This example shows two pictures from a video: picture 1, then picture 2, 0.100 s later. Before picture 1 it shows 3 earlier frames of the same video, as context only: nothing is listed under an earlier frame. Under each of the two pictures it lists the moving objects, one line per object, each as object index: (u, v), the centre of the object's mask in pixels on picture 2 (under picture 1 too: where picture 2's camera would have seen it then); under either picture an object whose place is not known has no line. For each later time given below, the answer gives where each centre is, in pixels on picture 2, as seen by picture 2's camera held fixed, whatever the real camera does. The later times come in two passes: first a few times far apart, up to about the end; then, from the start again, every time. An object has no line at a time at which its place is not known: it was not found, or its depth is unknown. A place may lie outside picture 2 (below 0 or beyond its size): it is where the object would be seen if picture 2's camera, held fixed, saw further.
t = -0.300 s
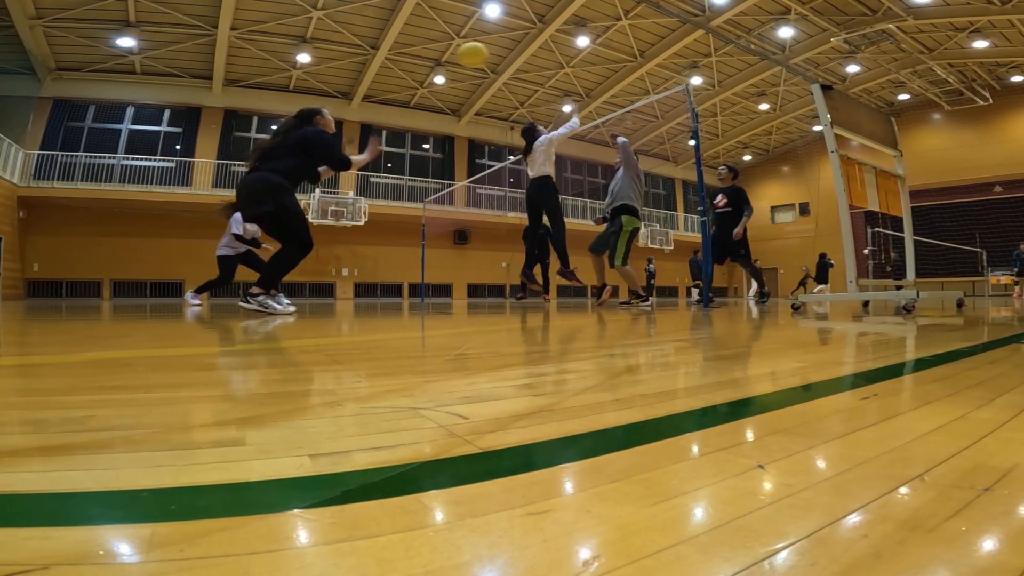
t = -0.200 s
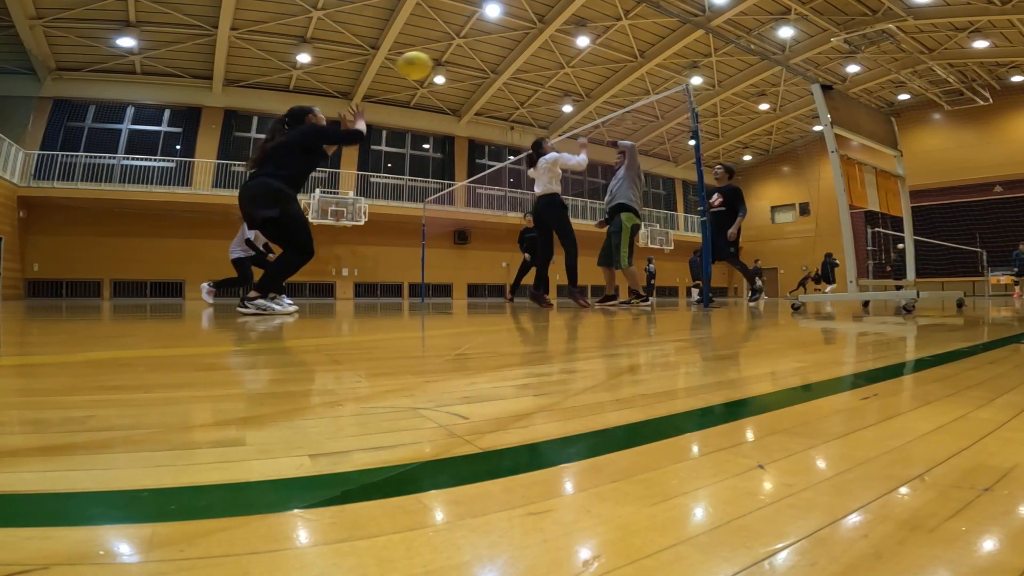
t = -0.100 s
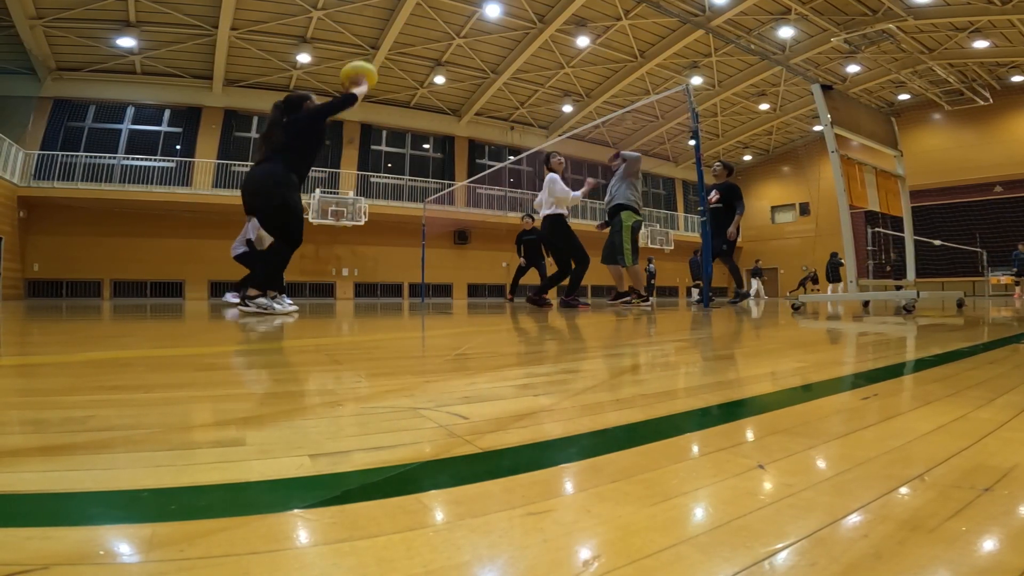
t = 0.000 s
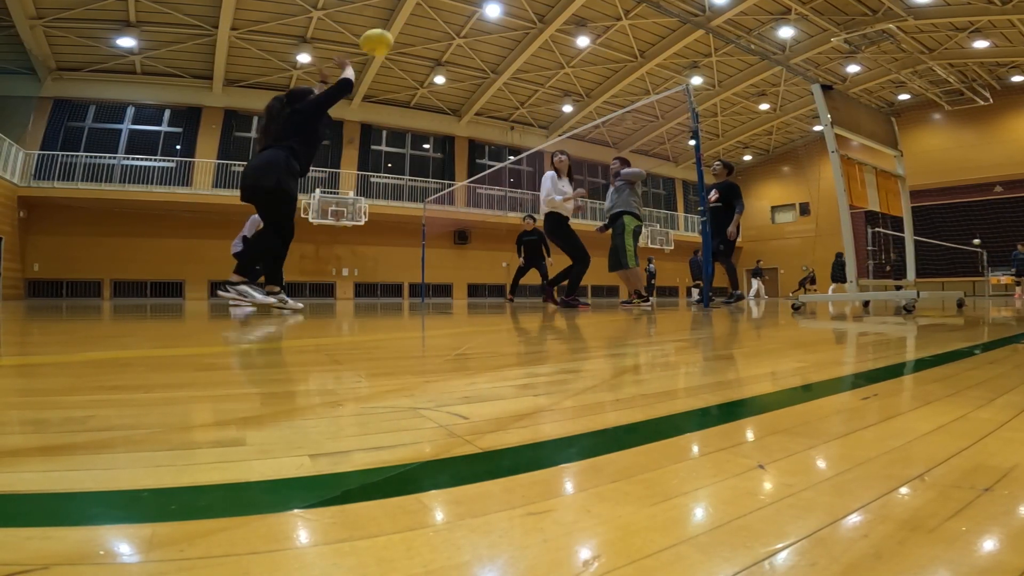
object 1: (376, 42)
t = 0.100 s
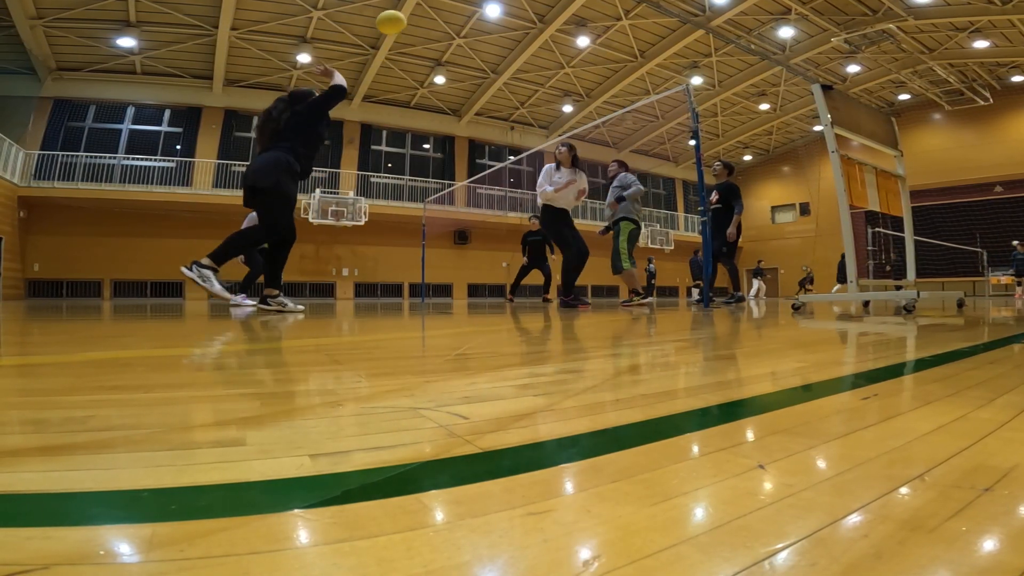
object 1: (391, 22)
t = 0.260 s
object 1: (408, 12)
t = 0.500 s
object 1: (426, 29)
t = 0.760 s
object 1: (439, 82)
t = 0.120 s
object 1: (393, 20)
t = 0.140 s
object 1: (396, 18)
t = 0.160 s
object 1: (398, 16)
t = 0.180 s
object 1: (400, 14)
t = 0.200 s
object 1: (402, 13)
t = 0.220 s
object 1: (404, 13)
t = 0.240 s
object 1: (406, 12)
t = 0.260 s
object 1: (408, 12)
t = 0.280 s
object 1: (410, 12)
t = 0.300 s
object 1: (412, 12)
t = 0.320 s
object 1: (414, 13)
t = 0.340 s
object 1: (415, 14)
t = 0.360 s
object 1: (417, 15)
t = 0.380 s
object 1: (418, 17)
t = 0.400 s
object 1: (420, 18)
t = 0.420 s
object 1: (421, 20)
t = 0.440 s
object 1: (422, 22)
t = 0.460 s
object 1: (423, 24)
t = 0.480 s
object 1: (425, 27)
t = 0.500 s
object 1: (426, 29)
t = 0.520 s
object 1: (427, 32)
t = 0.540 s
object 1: (428, 35)
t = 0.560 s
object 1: (429, 39)
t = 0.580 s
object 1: (430, 42)
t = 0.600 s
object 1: (431, 46)
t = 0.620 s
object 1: (433, 50)
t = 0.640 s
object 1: (433, 54)
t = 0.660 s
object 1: (434, 58)
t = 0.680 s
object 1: (436, 62)
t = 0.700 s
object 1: (436, 67)
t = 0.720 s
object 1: (437, 71)
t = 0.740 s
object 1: (438, 77)
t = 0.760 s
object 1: (439, 82)
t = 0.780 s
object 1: (439, 88)
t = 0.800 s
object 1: (440, 93)
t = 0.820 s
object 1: (441, 99)
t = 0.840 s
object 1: (441, 105)
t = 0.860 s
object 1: (442, 111)
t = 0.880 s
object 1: (443, 118)
